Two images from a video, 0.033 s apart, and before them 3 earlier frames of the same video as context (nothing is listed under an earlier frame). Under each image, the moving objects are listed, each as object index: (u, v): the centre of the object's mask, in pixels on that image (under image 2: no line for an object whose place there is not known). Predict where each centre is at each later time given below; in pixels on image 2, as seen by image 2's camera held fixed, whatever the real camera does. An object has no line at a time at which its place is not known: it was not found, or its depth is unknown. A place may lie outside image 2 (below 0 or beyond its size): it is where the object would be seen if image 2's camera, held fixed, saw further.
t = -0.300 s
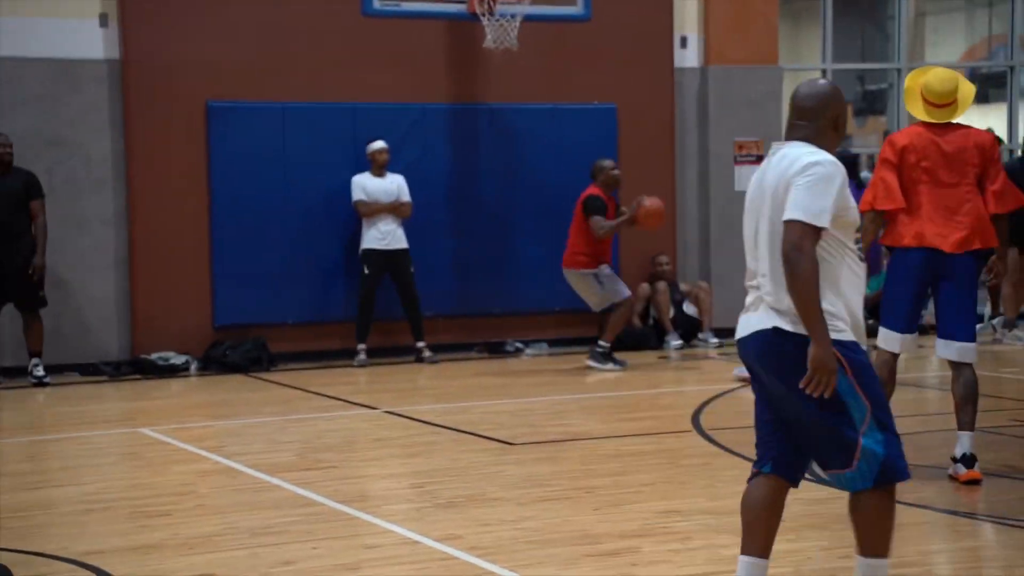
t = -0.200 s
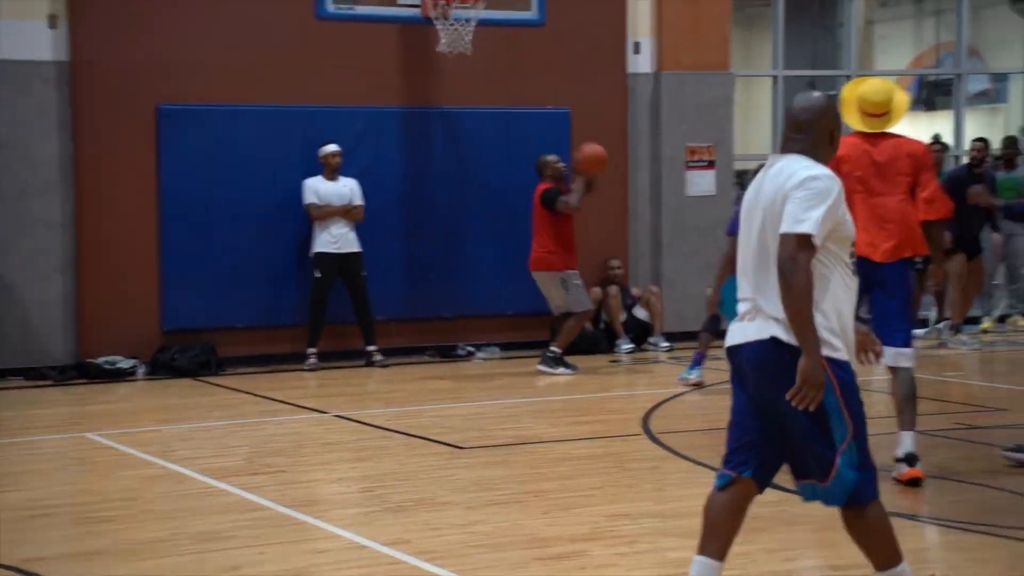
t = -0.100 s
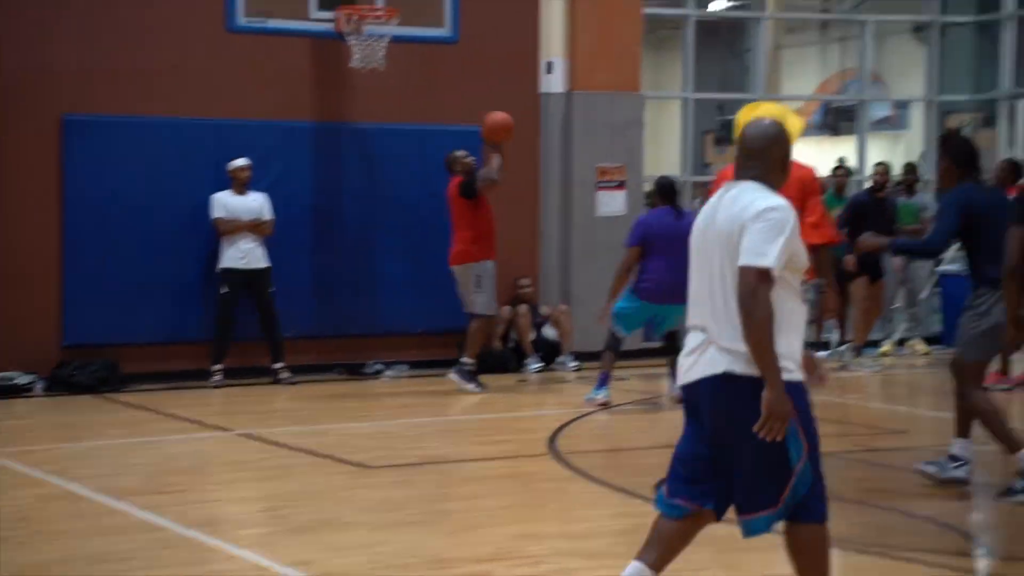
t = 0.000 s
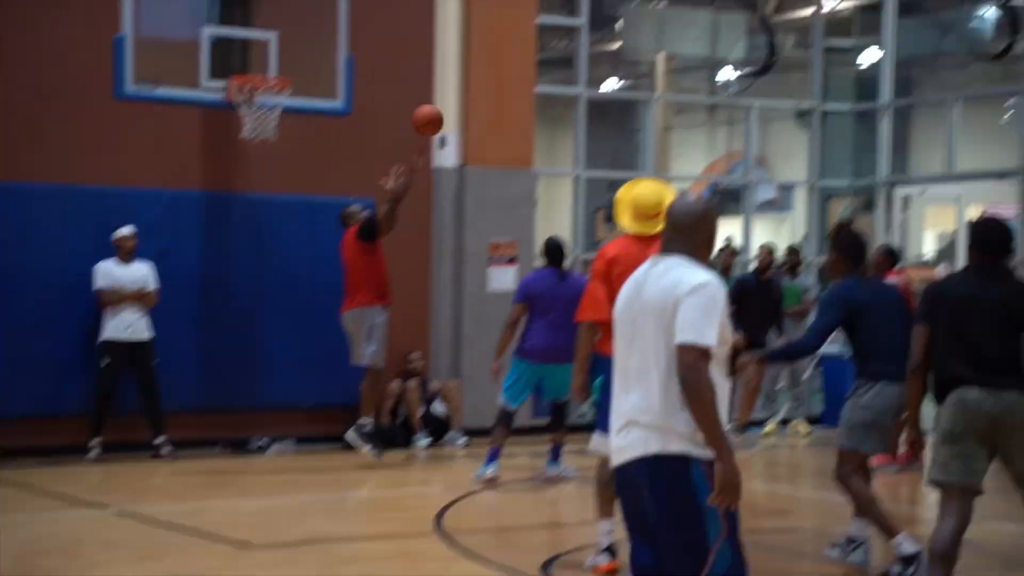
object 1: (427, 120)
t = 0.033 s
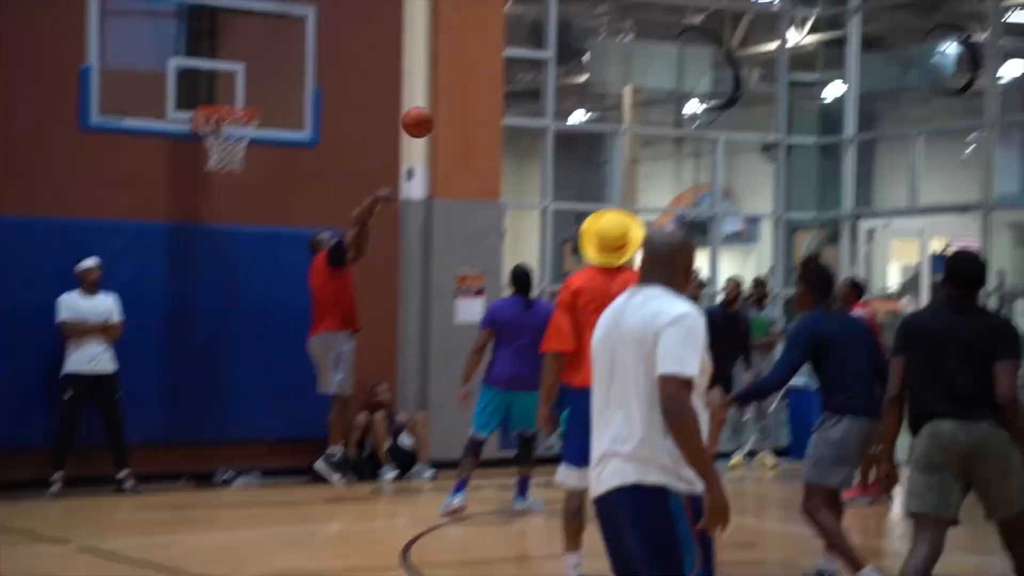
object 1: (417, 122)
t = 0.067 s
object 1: (440, 94)
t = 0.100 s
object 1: (462, 67)
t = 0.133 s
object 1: (485, 40)
